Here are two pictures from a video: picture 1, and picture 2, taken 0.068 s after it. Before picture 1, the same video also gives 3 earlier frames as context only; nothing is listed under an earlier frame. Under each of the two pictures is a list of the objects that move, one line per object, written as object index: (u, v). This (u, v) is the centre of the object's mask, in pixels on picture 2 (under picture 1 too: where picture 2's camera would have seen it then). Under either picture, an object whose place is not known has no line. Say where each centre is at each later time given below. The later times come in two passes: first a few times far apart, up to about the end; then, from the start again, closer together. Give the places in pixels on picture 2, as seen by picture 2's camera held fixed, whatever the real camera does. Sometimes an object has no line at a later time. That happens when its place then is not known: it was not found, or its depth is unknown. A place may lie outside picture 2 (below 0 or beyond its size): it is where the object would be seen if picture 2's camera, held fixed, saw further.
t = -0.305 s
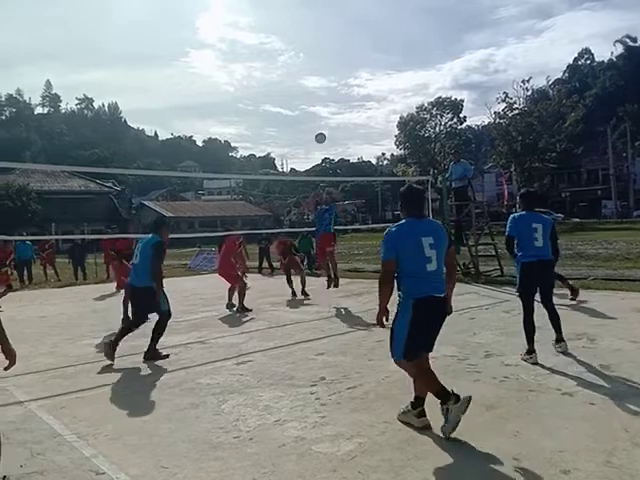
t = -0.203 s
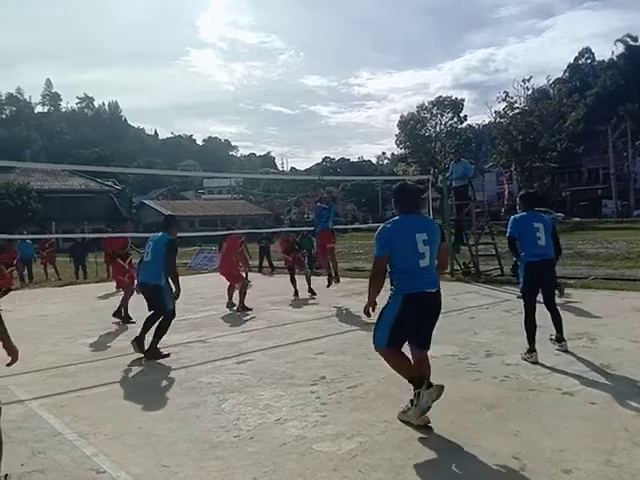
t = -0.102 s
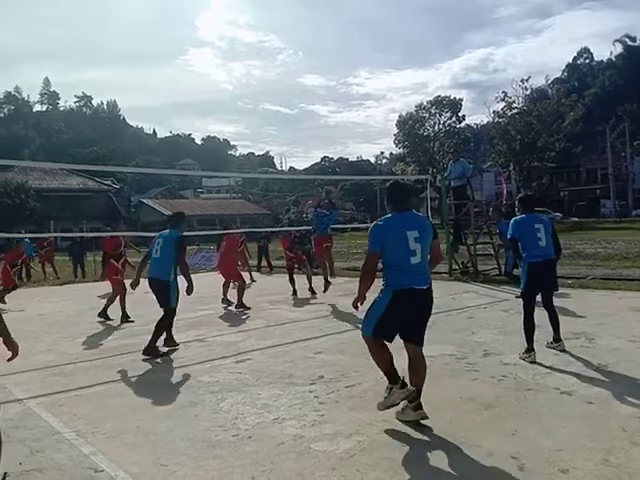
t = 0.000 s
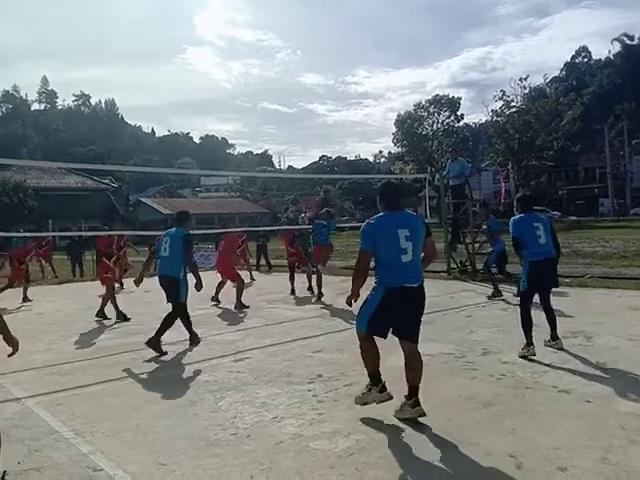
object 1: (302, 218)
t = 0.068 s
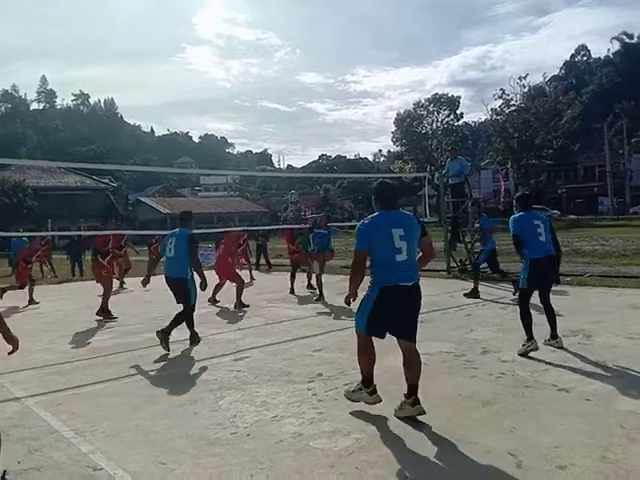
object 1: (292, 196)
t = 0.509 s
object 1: (233, 100)
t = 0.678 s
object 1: (212, 89)
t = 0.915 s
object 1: (183, 96)
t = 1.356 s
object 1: (136, 183)
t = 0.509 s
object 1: (233, 100)
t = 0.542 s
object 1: (229, 96)
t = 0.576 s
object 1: (225, 94)
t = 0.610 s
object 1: (221, 91)
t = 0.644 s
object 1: (216, 89)
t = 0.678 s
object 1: (212, 89)
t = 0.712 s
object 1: (208, 88)
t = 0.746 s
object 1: (204, 88)
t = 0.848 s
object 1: (191, 91)
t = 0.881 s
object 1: (187, 94)
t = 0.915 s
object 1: (183, 96)
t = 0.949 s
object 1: (179, 100)
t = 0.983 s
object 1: (175, 104)
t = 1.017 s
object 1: (171, 108)
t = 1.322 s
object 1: (138, 175)
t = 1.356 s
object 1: (136, 183)
